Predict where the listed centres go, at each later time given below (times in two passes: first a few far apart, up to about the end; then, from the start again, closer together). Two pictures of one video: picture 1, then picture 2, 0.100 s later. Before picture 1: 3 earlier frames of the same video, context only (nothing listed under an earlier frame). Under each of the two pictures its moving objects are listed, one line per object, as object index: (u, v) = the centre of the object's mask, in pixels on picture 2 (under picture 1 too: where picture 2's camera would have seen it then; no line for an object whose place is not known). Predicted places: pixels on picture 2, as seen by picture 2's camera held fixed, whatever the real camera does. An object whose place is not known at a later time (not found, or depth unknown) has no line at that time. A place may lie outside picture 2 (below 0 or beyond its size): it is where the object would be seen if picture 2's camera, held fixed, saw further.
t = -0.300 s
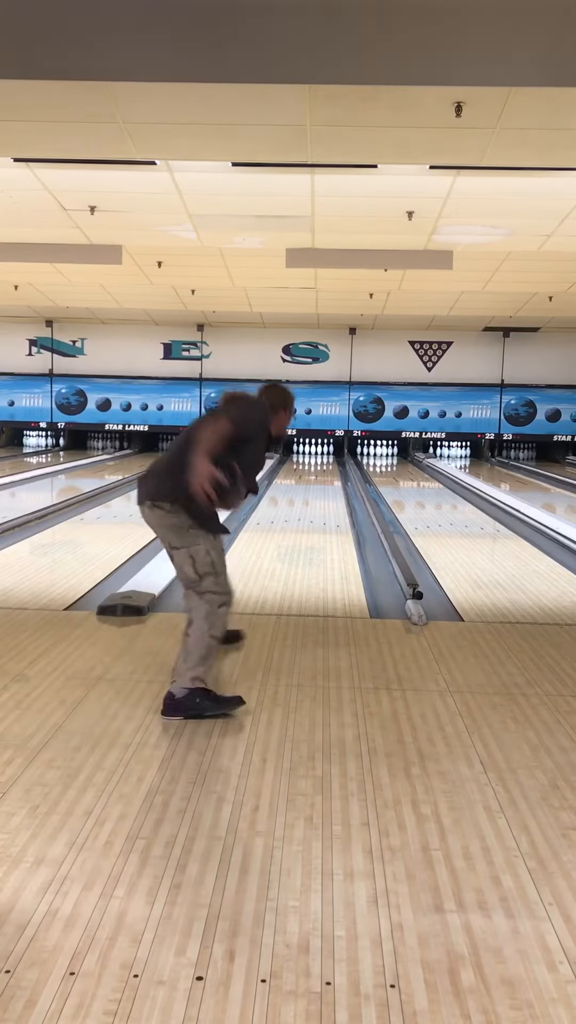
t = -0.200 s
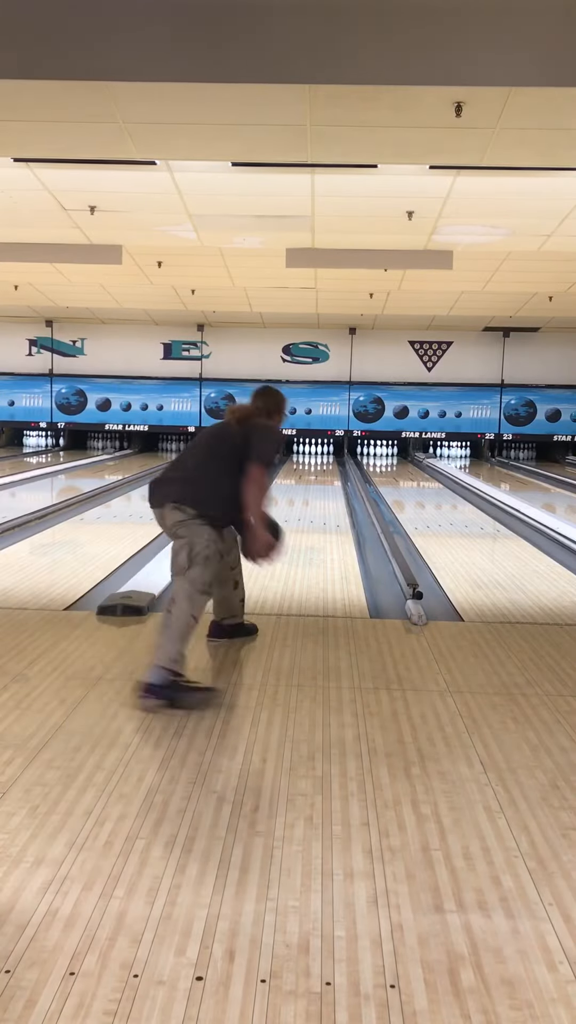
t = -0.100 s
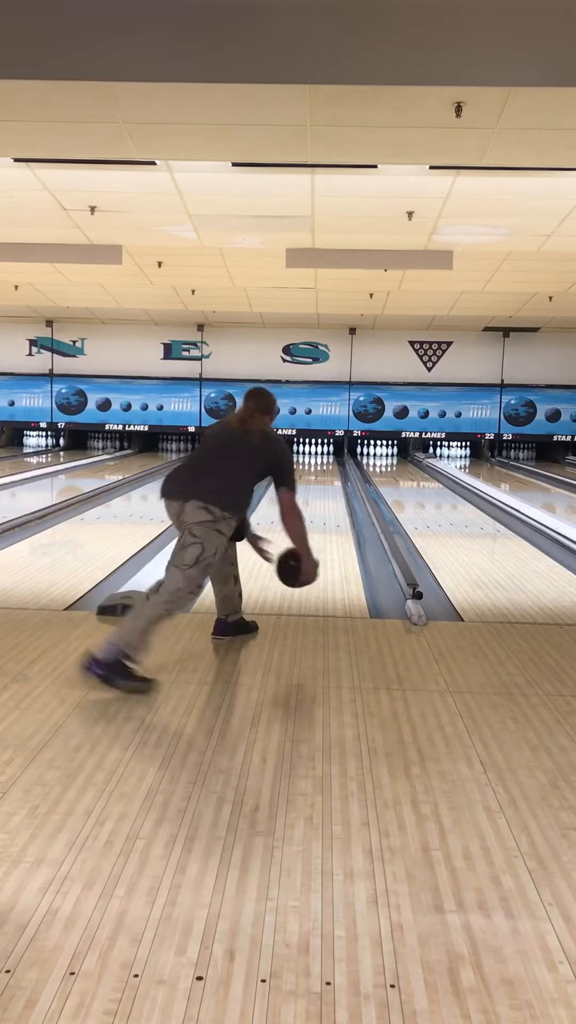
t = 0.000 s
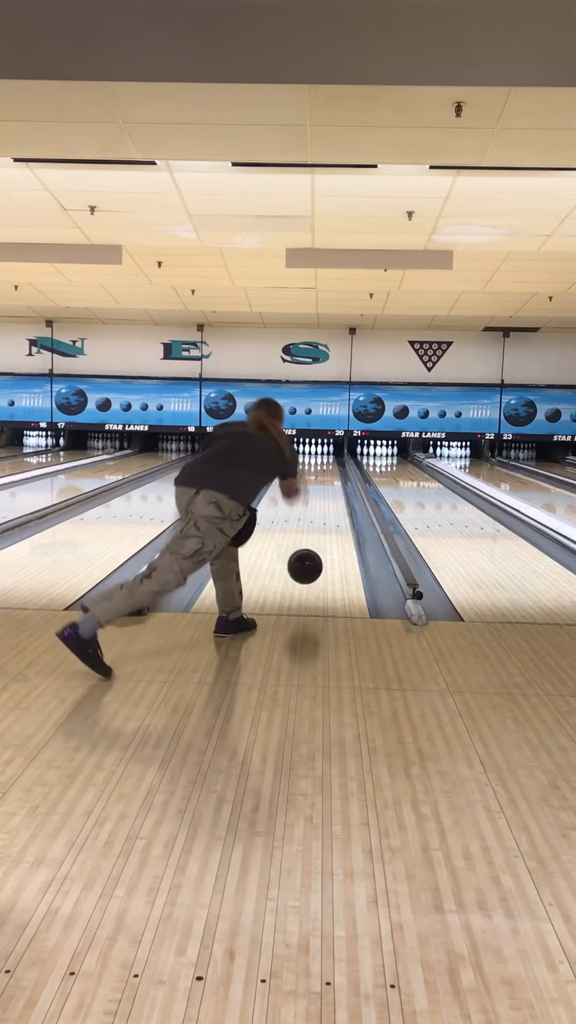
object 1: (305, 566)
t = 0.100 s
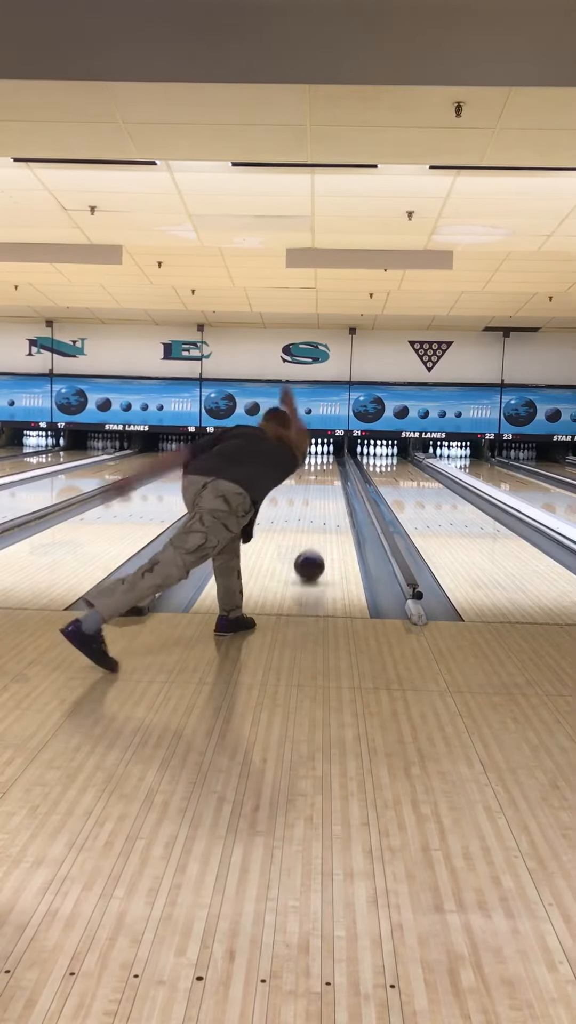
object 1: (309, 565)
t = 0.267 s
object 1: (315, 540)
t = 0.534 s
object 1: (317, 513)
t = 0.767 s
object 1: (323, 495)
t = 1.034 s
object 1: (324, 482)
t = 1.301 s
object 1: (322, 475)
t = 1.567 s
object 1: (324, 465)
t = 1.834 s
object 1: (321, 459)
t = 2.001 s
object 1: (319, 455)
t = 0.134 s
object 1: (310, 557)
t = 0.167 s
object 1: (312, 552)
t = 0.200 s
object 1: (313, 549)
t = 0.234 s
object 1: (314, 544)
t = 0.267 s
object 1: (315, 540)
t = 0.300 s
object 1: (316, 535)
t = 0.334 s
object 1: (317, 531)
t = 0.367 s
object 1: (318, 527)
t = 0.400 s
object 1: (318, 524)
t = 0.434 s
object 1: (319, 521)
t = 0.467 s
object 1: (320, 517)
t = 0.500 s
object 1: (320, 515)
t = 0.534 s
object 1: (317, 513)
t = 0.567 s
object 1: (327, 509)
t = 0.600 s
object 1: (322, 506)
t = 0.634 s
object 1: (322, 504)
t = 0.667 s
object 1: (322, 502)
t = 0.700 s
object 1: (323, 500)
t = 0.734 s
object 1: (323, 498)
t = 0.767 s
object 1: (323, 495)
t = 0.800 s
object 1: (323, 493)
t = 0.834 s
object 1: (324, 491)
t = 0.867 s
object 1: (324, 490)
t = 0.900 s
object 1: (324, 488)
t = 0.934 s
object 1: (324, 487)
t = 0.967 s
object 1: (324, 485)
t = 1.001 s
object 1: (324, 483)
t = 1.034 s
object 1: (324, 482)
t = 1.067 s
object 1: (325, 481)
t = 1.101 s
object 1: (325, 479)
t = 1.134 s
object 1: (325, 478)
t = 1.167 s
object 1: (327, 477)
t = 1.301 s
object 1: (322, 475)
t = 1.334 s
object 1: (323, 473)
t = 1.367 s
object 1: (324, 470)
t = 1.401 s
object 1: (324, 468)
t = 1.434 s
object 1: (325, 467)
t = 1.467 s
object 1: (324, 467)
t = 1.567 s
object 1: (324, 465)
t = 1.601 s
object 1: (325, 464)
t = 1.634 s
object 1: (324, 463)
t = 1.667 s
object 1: (323, 462)
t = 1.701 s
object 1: (323, 462)
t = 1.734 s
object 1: (322, 461)
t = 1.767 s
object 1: (322, 460)
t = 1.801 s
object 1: (322, 459)
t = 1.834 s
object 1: (321, 459)
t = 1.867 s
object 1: (321, 458)
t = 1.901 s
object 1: (320, 458)
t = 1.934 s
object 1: (320, 457)
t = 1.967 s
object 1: (320, 456)
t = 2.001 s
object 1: (319, 455)
